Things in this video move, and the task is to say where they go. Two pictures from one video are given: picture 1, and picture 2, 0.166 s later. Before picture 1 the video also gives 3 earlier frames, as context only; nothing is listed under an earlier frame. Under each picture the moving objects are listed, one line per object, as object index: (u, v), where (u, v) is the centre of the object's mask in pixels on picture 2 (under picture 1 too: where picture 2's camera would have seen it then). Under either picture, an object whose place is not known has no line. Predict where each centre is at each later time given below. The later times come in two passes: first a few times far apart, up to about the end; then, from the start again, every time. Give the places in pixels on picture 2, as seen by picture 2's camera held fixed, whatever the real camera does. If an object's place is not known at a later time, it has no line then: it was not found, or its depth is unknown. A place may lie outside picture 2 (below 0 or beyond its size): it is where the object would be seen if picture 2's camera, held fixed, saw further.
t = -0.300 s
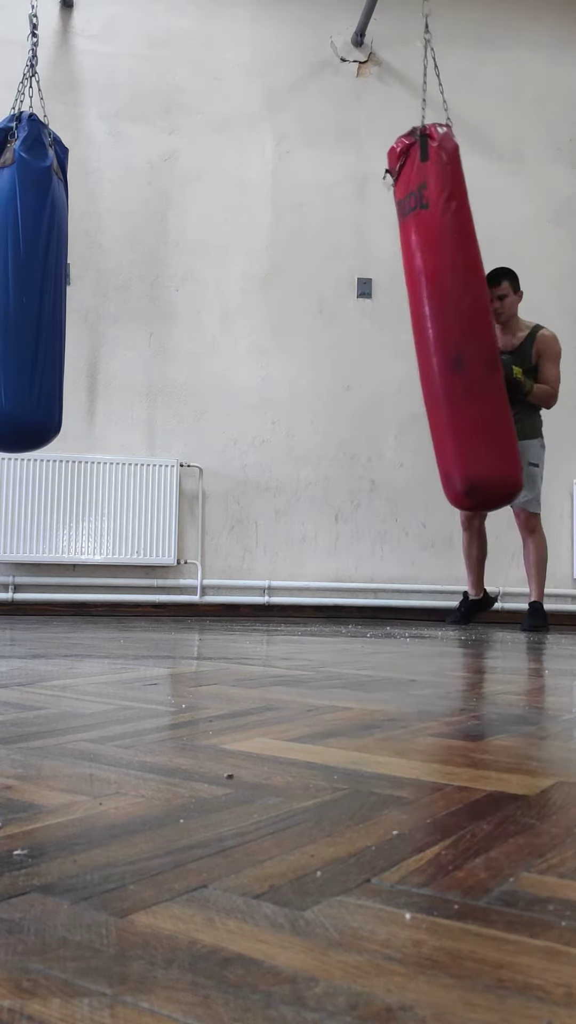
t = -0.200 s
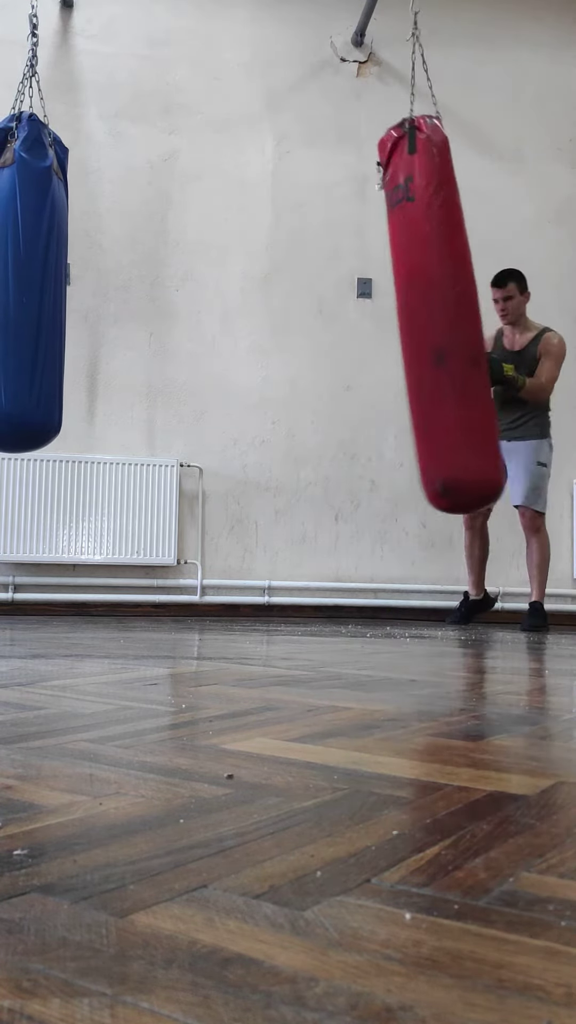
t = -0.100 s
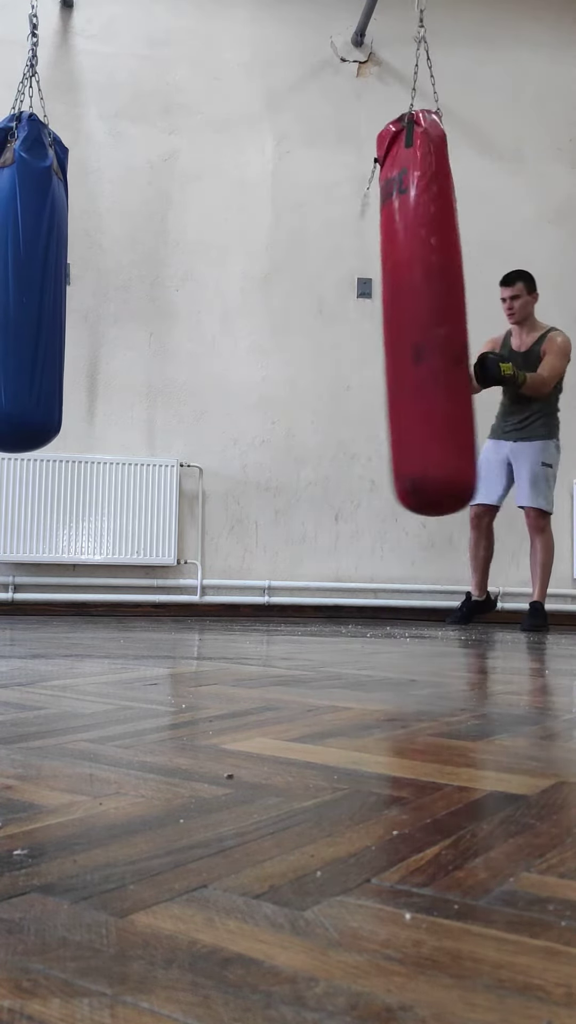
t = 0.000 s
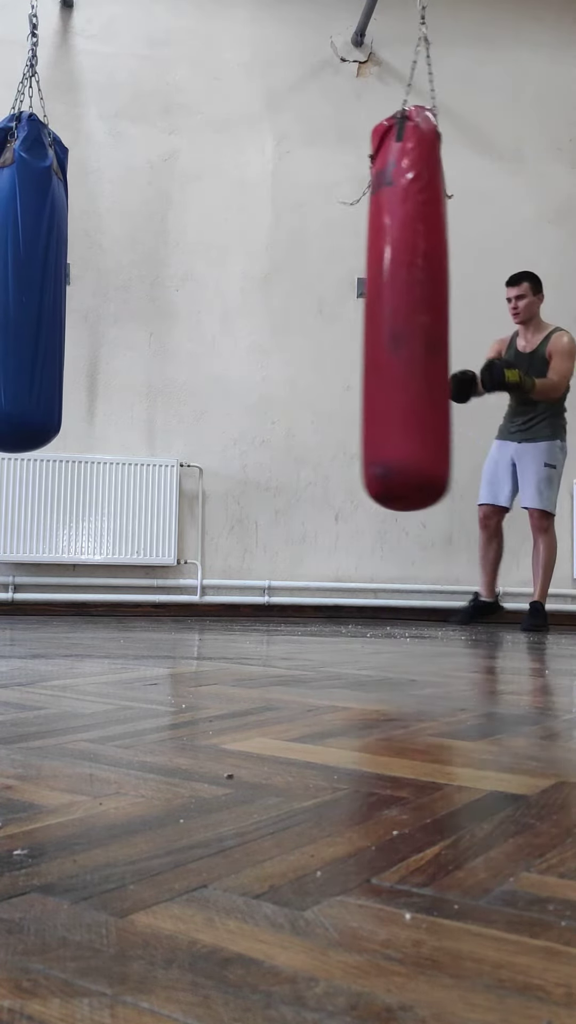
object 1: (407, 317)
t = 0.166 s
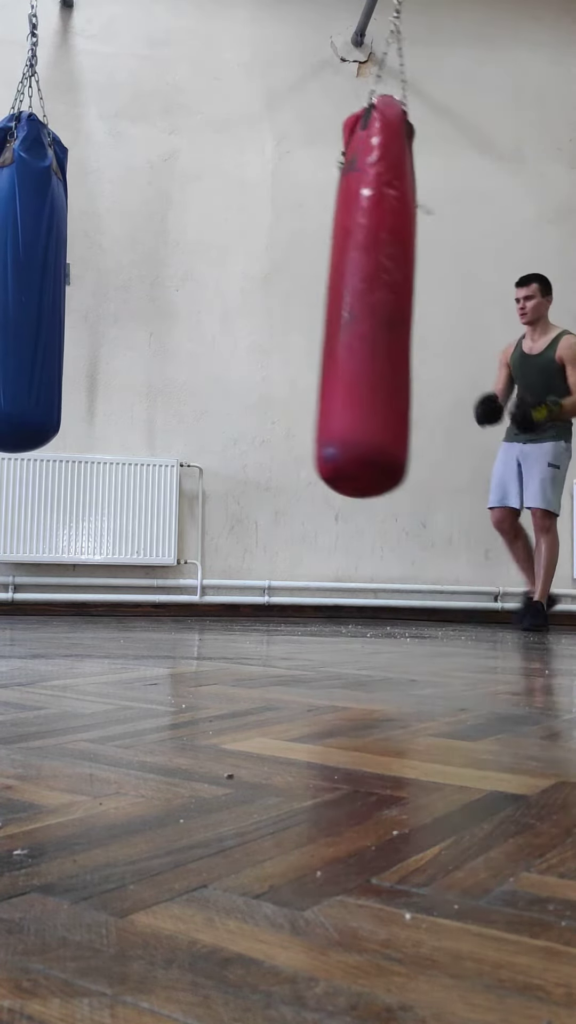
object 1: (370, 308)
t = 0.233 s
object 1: (356, 300)
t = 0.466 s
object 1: (321, 275)
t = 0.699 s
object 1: (300, 265)
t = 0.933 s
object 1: (313, 270)
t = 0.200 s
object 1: (363, 304)
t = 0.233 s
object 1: (356, 300)
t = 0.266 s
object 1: (350, 297)
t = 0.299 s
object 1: (345, 294)
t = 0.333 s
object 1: (340, 290)
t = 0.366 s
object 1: (335, 286)
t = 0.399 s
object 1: (330, 282)
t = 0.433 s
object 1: (325, 278)
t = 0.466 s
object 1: (321, 275)
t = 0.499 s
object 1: (316, 273)
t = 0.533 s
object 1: (312, 271)
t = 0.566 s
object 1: (308, 269)
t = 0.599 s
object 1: (305, 267)
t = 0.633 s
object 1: (303, 266)
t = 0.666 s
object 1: (301, 265)
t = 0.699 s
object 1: (300, 265)
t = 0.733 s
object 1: (300, 265)
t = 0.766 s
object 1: (301, 265)
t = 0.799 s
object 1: (303, 266)
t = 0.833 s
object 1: (305, 267)
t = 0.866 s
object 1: (307, 267)
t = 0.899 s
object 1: (310, 269)
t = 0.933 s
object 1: (313, 270)
